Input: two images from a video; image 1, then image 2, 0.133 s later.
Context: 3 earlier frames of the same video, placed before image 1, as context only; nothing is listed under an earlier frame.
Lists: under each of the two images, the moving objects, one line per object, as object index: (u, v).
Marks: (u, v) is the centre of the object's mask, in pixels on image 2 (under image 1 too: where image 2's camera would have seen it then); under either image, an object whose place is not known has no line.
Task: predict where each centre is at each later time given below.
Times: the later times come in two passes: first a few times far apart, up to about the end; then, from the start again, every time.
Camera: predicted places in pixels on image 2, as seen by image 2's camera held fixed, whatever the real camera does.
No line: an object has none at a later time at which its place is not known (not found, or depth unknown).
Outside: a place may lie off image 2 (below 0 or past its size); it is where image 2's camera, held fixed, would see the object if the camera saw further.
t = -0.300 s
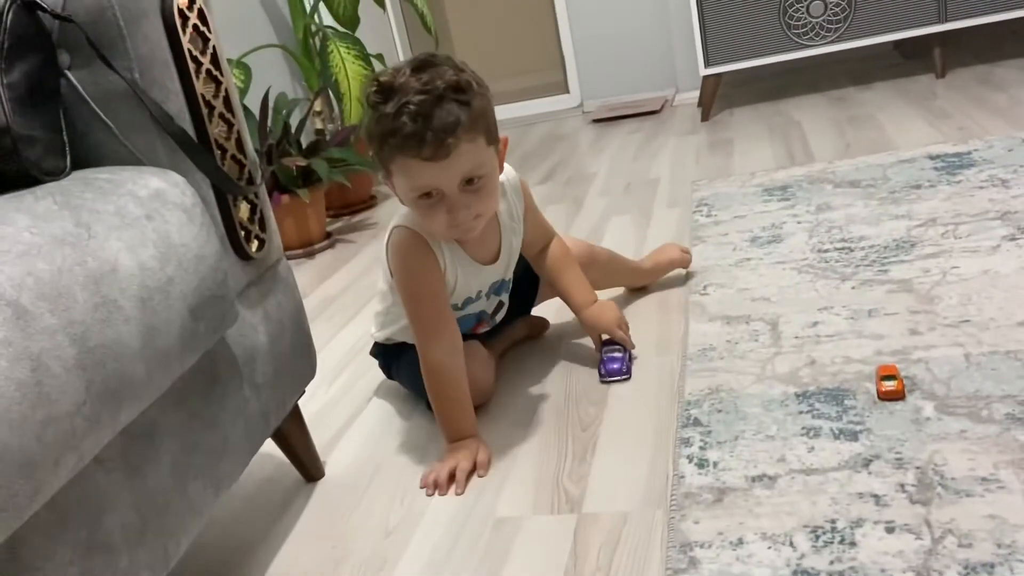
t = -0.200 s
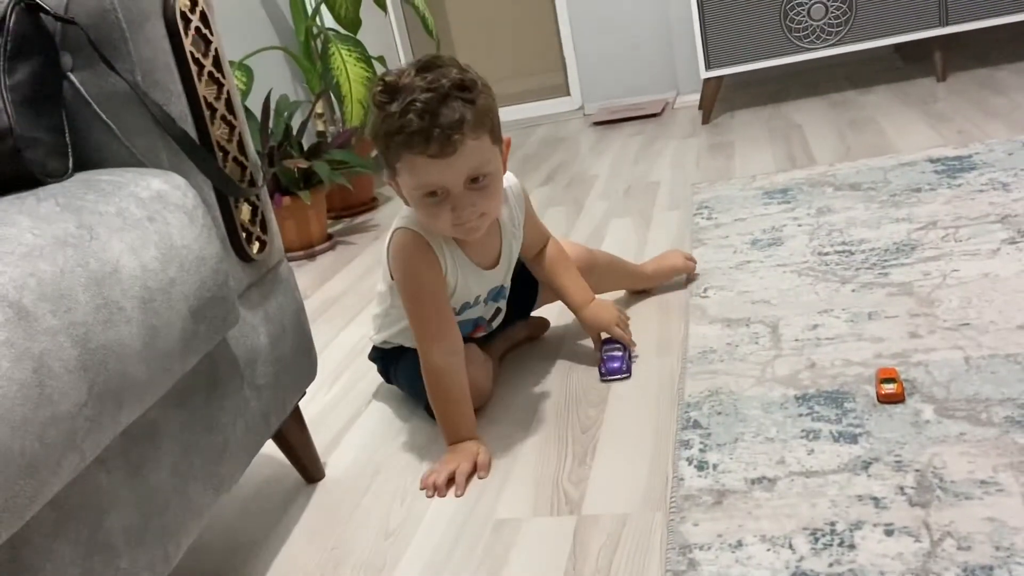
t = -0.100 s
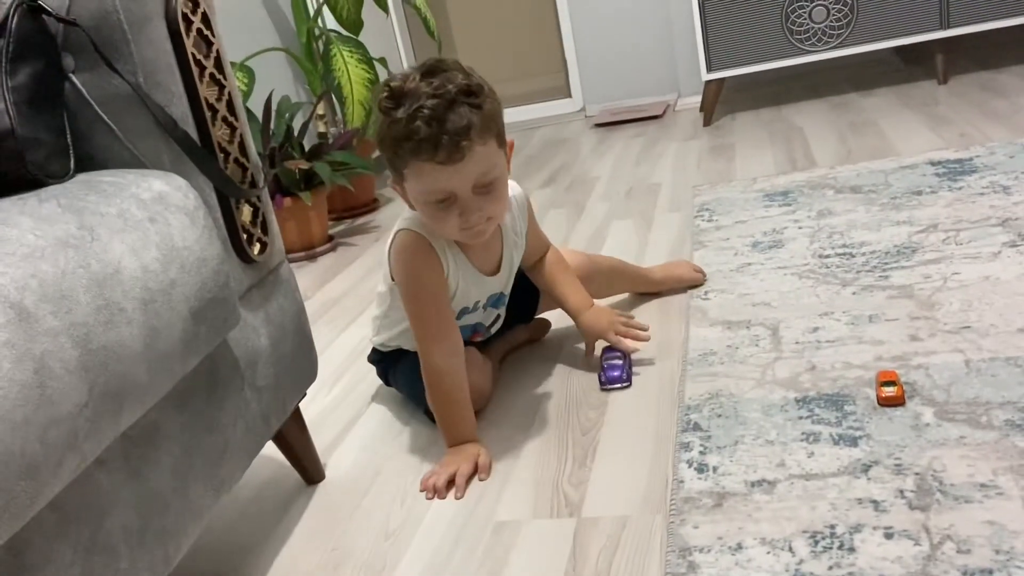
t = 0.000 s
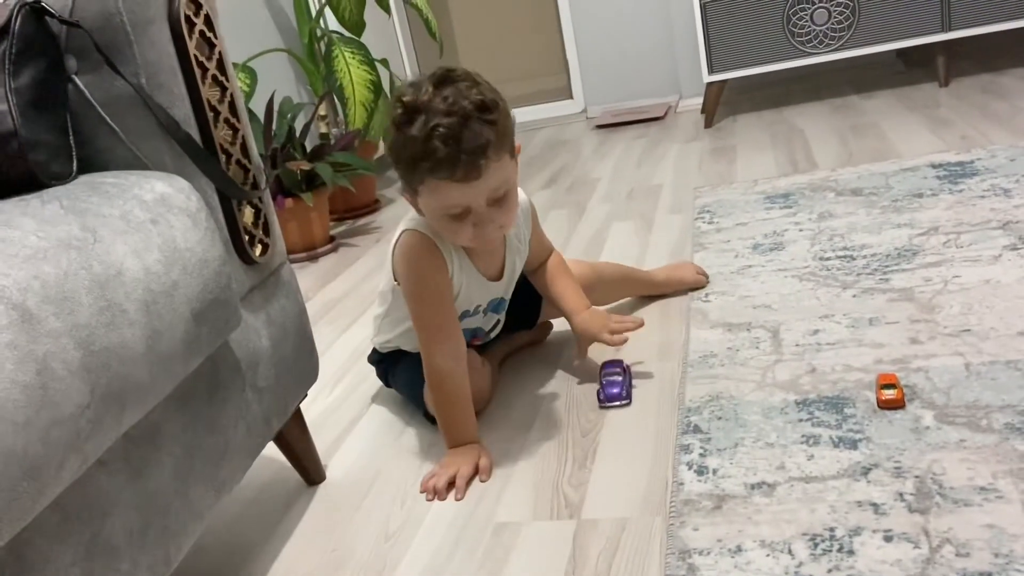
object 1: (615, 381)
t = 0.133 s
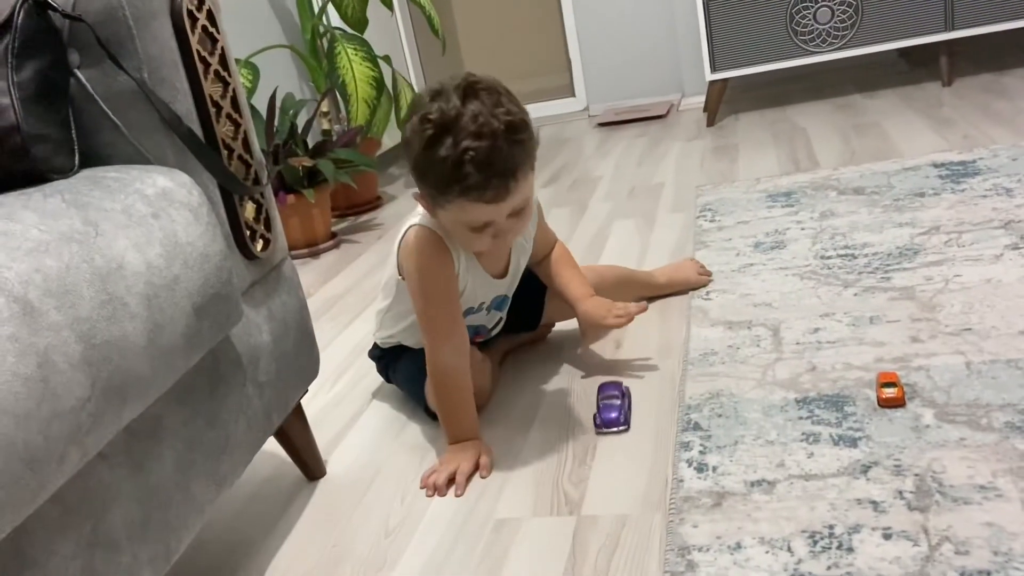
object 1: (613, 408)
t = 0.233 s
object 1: (610, 435)
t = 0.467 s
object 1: (593, 534)
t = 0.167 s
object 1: (612, 417)
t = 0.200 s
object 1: (611, 425)
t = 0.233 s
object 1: (610, 435)
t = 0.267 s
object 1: (608, 445)
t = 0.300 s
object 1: (607, 457)
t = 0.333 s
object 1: (605, 470)
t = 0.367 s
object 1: (602, 484)
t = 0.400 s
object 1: (600, 499)
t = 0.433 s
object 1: (596, 515)
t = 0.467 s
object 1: (593, 534)
